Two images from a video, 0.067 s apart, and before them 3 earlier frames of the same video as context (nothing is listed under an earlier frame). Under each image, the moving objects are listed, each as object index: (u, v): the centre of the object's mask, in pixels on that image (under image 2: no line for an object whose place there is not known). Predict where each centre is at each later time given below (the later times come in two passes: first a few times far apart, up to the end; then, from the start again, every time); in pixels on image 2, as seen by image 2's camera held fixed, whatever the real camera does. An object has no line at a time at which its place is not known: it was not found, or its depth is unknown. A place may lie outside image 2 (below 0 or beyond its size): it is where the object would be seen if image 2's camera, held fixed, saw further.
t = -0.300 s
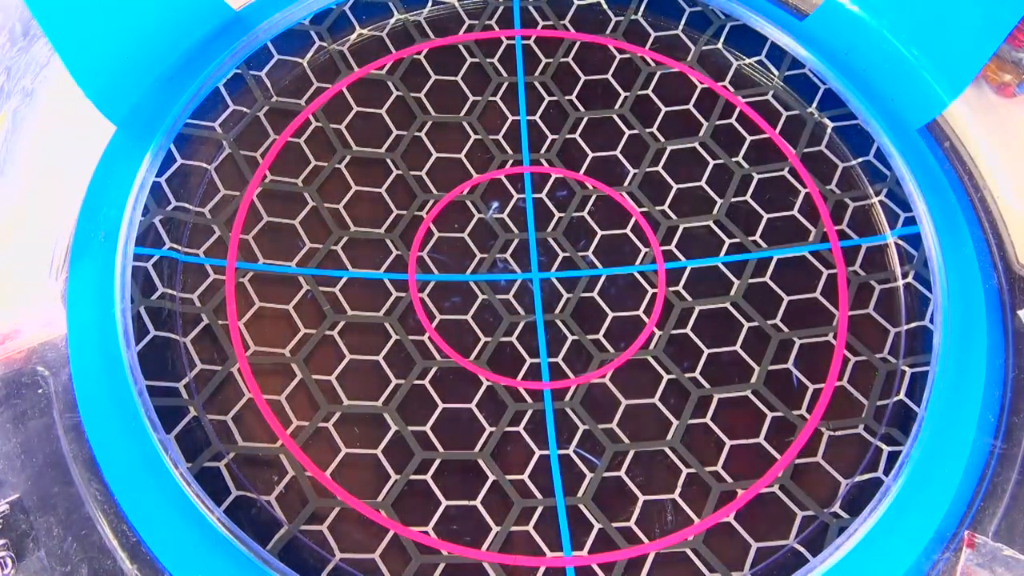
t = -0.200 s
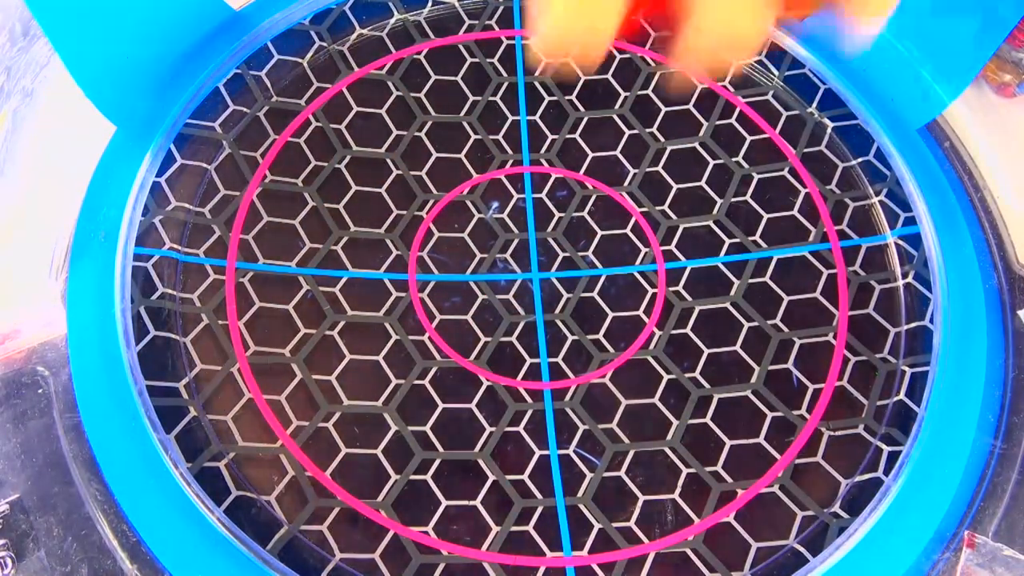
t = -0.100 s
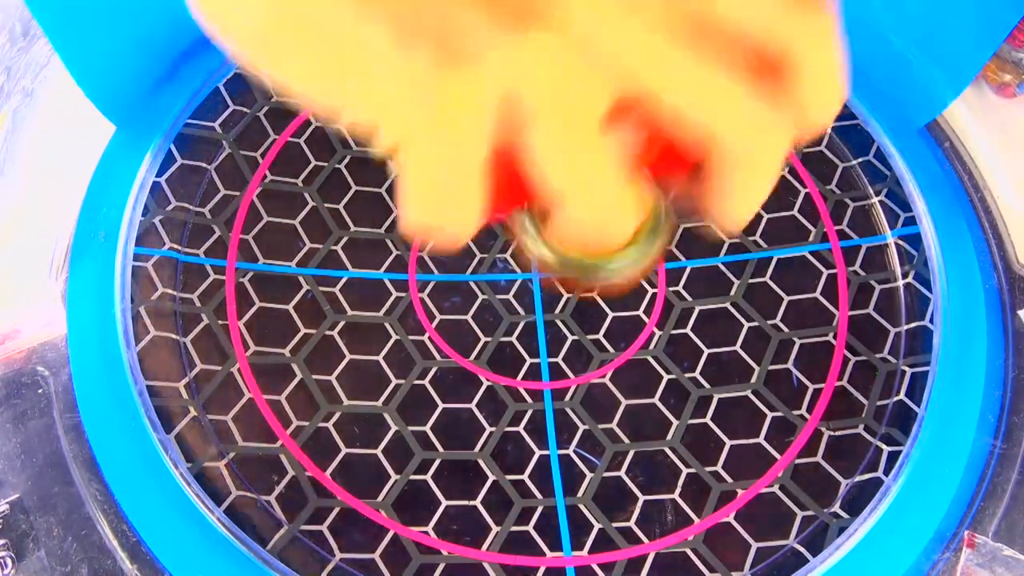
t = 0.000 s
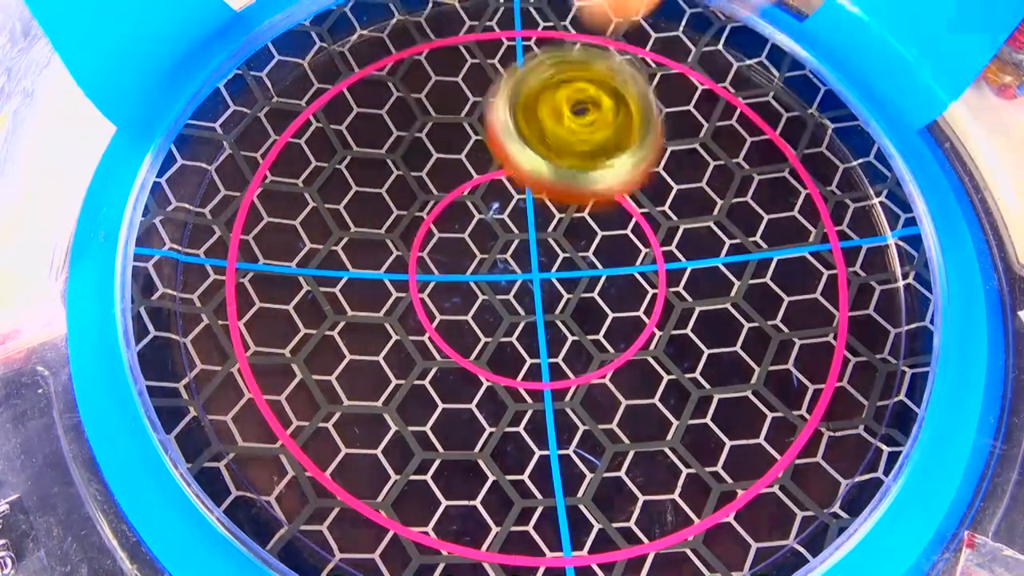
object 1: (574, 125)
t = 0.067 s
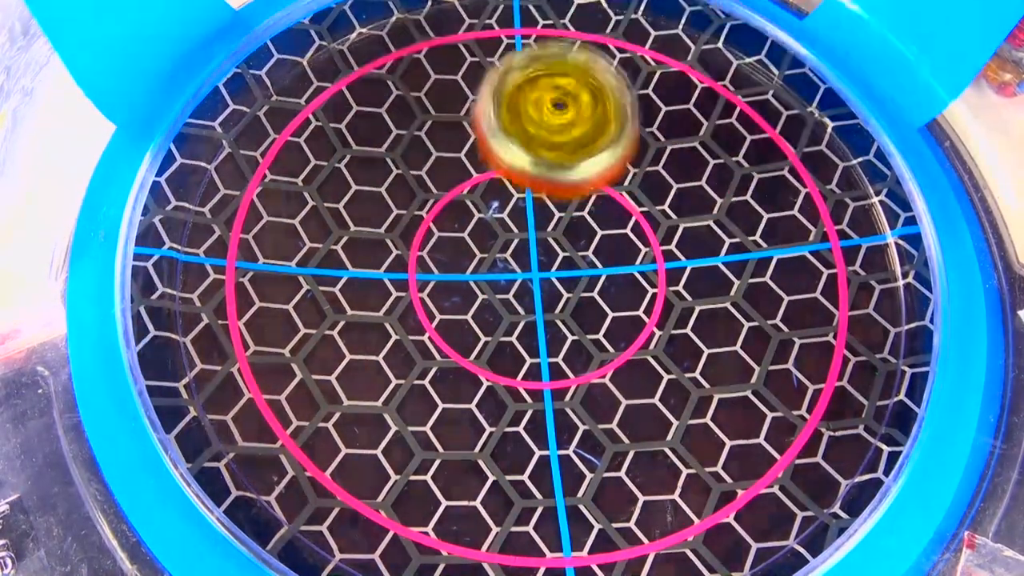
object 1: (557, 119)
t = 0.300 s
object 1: (496, 130)
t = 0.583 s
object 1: (536, 215)
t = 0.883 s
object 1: (622, 157)
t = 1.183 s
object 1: (545, 214)
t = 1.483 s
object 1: (647, 261)
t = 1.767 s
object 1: (580, 242)
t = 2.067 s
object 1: (607, 295)
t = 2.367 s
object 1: (564, 284)
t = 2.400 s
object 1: (560, 279)
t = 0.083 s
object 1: (549, 133)
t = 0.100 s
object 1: (544, 147)
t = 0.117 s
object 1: (540, 142)
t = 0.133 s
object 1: (539, 128)
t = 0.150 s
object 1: (535, 118)
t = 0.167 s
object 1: (532, 112)
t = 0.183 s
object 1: (528, 112)
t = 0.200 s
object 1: (524, 117)
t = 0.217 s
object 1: (520, 126)
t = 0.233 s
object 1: (514, 125)
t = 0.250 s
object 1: (510, 121)
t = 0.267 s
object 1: (505, 121)
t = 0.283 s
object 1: (500, 126)
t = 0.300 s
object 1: (496, 130)
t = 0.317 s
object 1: (493, 131)
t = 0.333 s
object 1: (490, 135)
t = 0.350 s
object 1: (486, 139)
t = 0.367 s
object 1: (483, 144)
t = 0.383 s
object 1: (479, 150)
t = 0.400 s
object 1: (476, 156)
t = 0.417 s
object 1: (475, 161)
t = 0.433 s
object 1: (476, 167)
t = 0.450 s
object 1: (478, 174)
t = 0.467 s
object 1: (482, 182)
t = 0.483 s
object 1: (487, 189)
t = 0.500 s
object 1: (494, 195)
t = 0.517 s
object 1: (502, 201)
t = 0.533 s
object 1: (511, 205)
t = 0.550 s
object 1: (518, 209)
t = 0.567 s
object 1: (527, 212)
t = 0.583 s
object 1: (536, 215)
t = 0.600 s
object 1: (545, 216)
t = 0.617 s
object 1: (554, 217)
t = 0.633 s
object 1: (563, 216)
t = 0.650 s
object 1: (571, 216)
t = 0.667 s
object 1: (580, 214)
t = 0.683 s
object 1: (588, 212)
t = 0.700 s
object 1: (594, 209)
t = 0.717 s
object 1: (602, 206)
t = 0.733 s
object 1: (608, 202)
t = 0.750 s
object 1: (613, 199)
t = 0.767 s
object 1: (618, 195)
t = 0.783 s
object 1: (621, 190)
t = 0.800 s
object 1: (624, 185)
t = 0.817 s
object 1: (626, 179)
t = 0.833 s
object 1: (626, 174)
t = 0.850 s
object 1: (626, 168)
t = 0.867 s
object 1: (625, 162)
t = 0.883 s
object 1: (622, 157)
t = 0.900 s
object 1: (618, 151)
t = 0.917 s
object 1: (613, 147)
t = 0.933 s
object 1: (608, 143)
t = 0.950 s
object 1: (601, 140)
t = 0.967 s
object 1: (594, 138)
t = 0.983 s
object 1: (586, 138)
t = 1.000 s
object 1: (578, 139)
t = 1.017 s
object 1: (571, 143)
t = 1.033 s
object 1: (563, 147)
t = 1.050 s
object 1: (557, 153)
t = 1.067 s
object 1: (552, 159)
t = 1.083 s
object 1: (548, 167)
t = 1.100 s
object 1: (544, 174)
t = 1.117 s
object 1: (542, 182)
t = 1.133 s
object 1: (541, 190)
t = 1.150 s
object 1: (541, 198)
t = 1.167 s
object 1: (543, 206)
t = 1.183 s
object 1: (545, 214)
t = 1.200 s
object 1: (548, 221)
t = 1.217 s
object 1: (552, 227)
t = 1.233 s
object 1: (557, 235)
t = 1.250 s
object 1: (563, 241)
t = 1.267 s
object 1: (568, 246)
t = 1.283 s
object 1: (574, 251)
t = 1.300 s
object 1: (581, 256)
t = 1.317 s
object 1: (588, 260)
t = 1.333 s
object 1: (595, 264)
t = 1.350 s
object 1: (602, 267)
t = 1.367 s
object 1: (610, 269)
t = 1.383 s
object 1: (617, 271)
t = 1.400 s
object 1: (623, 271)
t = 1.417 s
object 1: (630, 271)
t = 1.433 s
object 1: (635, 270)
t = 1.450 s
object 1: (640, 268)
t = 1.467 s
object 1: (644, 264)
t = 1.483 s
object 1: (647, 261)
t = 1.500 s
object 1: (649, 256)
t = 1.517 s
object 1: (650, 251)
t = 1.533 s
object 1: (650, 245)
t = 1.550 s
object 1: (648, 242)
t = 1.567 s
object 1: (645, 237)
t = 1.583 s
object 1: (640, 233)
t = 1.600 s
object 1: (635, 229)
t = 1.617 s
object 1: (628, 226)
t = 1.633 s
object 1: (621, 223)
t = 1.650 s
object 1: (614, 222)
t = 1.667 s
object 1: (607, 222)
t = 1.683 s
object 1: (601, 223)
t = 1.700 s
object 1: (594, 226)
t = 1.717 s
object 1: (589, 229)
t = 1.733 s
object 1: (585, 233)
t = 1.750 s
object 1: (581, 237)
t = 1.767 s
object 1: (580, 242)
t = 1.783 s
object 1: (577, 247)
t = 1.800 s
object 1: (576, 252)
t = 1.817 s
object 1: (574, 258)
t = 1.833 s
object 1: (572, 263)
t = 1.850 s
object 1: (571, 270)
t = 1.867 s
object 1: (569, 275)
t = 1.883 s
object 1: (569, 281)
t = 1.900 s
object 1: (571, 285)
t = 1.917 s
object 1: (572, 289)
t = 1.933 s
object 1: (575, 291)
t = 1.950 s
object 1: (579, 294)
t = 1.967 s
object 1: (583, 296)
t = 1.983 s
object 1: (588, 298)
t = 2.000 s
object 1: (592, 298)
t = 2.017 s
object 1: (597, 298)
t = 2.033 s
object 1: (601, 298)
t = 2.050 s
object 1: (605, 297)
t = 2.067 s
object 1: (607, 295)
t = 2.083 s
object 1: (608, 294)
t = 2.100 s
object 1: (608, 292)
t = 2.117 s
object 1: (607, 290)
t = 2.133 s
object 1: (606, 289)
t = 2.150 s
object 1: (604, 288)
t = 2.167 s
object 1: (602, 288)
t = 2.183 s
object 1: (599, 288)
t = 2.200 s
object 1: (595, 288)
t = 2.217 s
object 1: (592, 288)
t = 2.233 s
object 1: (588, 289)
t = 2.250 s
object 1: (584, 289)
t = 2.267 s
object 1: (580, 290)
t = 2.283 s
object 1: (576, 290)
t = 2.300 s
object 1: (573, 289)
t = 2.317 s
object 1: (570, 288)
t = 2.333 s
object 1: (568, 287)
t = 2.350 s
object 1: (566, 286)
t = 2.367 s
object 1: (564, 284)
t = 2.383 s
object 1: (562, 281)
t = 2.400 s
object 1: (560, 279)
